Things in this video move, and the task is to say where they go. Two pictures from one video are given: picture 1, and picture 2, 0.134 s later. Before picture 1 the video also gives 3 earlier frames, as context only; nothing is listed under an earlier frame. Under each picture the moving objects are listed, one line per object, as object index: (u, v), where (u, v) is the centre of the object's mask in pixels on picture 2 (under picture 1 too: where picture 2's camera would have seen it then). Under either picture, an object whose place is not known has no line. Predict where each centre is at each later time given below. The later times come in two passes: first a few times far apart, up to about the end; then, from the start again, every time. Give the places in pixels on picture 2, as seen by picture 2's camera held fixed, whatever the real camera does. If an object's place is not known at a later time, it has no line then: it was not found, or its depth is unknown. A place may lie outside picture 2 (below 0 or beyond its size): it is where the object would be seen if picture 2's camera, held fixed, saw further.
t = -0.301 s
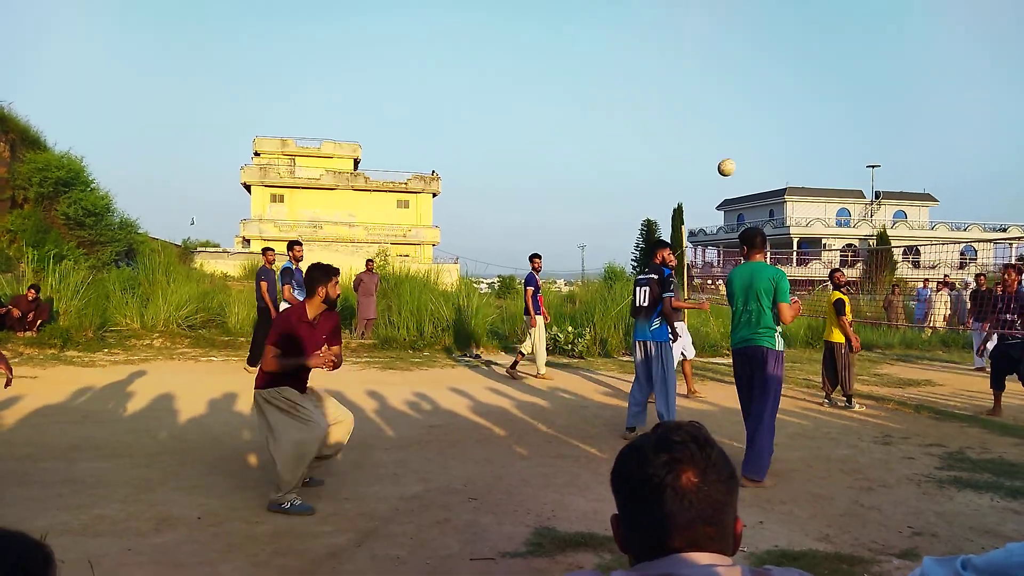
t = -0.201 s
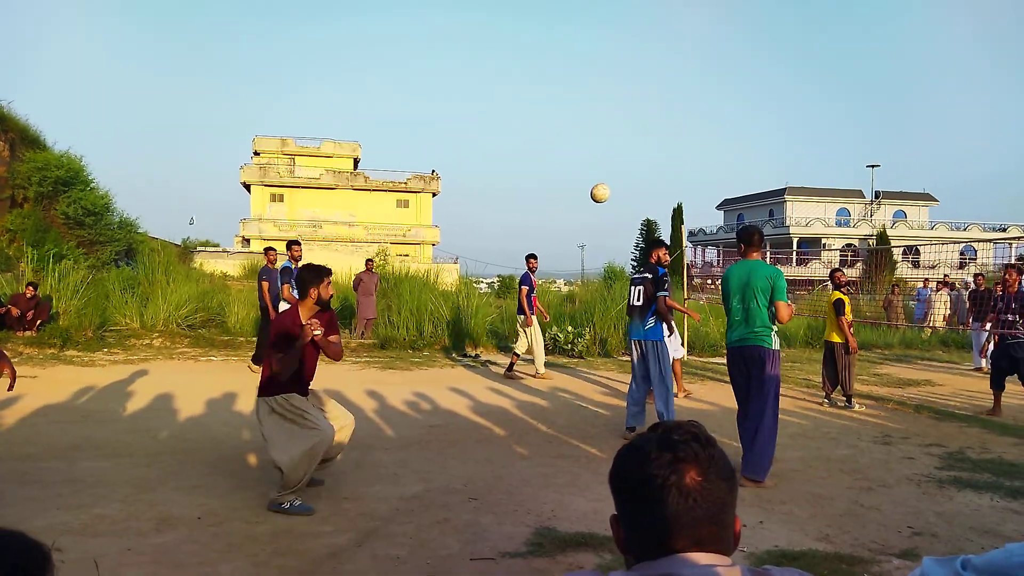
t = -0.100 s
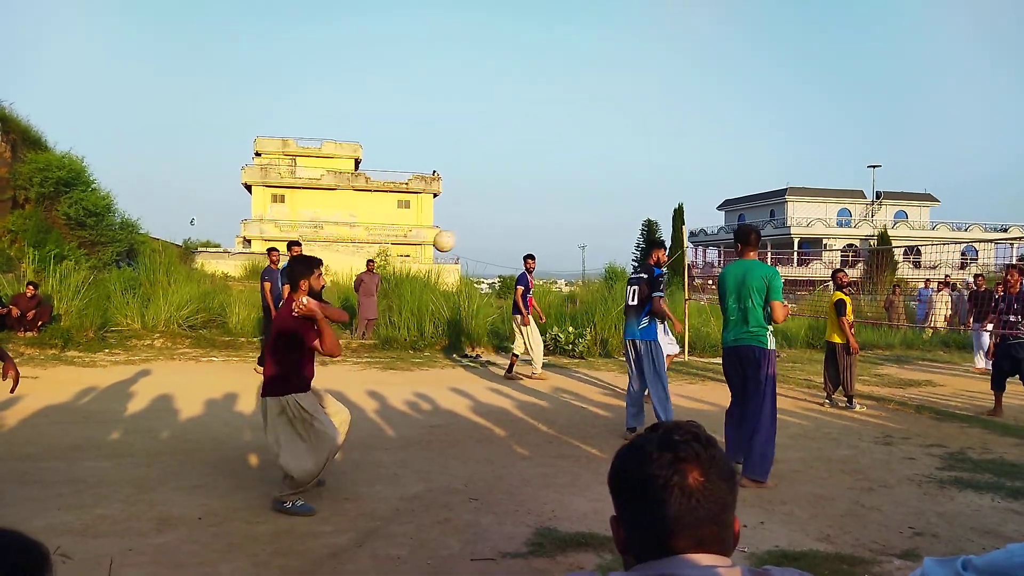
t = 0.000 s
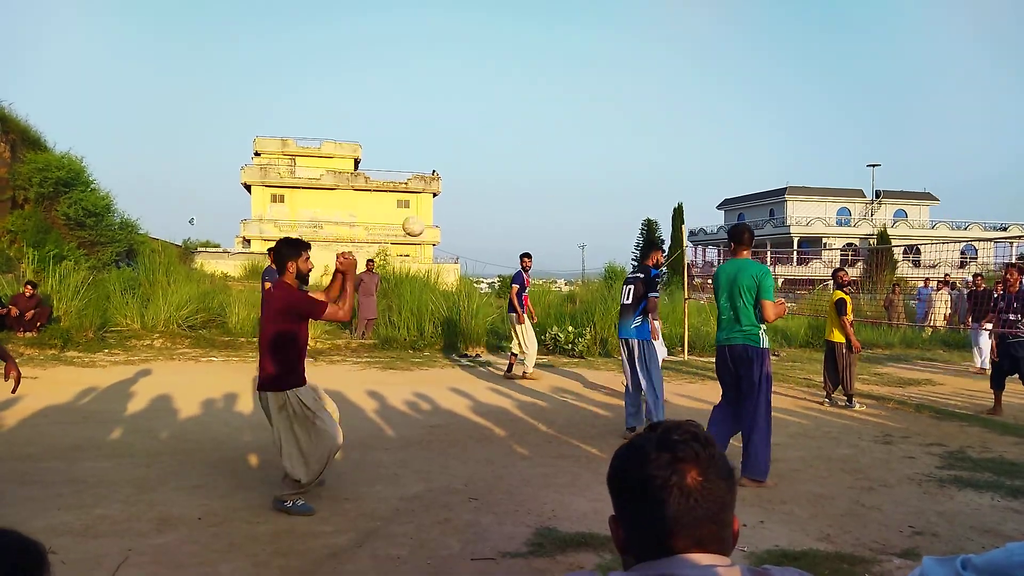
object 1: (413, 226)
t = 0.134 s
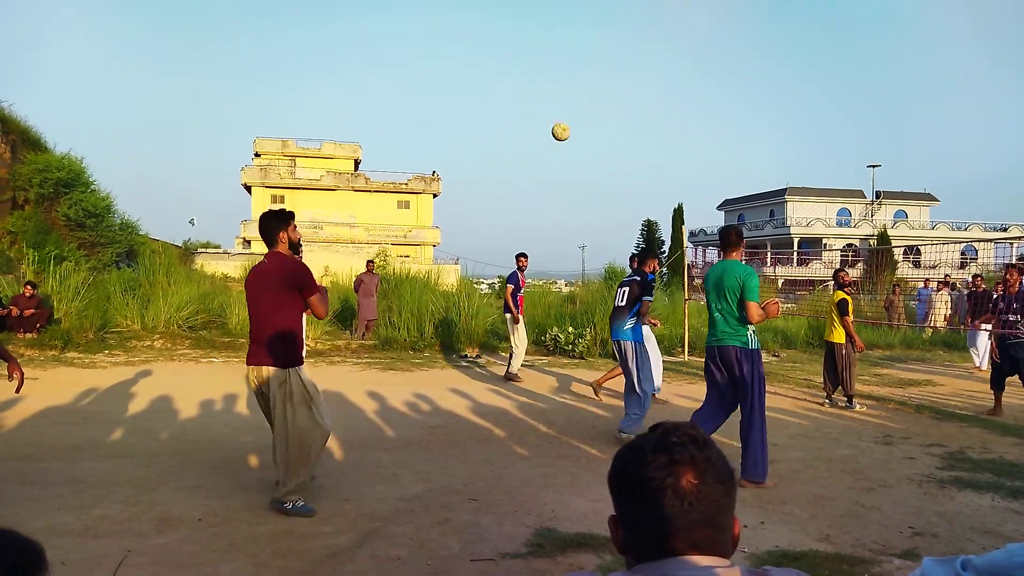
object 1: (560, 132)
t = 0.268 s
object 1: (669, 80)
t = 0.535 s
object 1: (816, 56)
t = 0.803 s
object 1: (906, 91)
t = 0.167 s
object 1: (591, 116)
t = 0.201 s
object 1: (619, 101)
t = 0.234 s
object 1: (645, 90)
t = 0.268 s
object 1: (669, 80)
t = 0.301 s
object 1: (692, 73)
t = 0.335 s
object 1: (713, 67)
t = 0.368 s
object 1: (733, 62)
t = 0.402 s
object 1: (752, 59)
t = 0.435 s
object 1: (770, 56)
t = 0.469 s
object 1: (786, 55)
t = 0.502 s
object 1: (801, 55)
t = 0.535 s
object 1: (816, 56)
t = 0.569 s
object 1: (829, 58)
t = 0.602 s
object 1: (842, 61)
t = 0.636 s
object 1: (854, 64)
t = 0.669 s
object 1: (866, 68)
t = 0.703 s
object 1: (877, 73)
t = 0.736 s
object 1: (886, 79)
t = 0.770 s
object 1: (896, 84)
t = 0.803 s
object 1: (906, 91)
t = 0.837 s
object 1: (915, 98)
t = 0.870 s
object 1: (923, 105)
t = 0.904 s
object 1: (931, 113)
